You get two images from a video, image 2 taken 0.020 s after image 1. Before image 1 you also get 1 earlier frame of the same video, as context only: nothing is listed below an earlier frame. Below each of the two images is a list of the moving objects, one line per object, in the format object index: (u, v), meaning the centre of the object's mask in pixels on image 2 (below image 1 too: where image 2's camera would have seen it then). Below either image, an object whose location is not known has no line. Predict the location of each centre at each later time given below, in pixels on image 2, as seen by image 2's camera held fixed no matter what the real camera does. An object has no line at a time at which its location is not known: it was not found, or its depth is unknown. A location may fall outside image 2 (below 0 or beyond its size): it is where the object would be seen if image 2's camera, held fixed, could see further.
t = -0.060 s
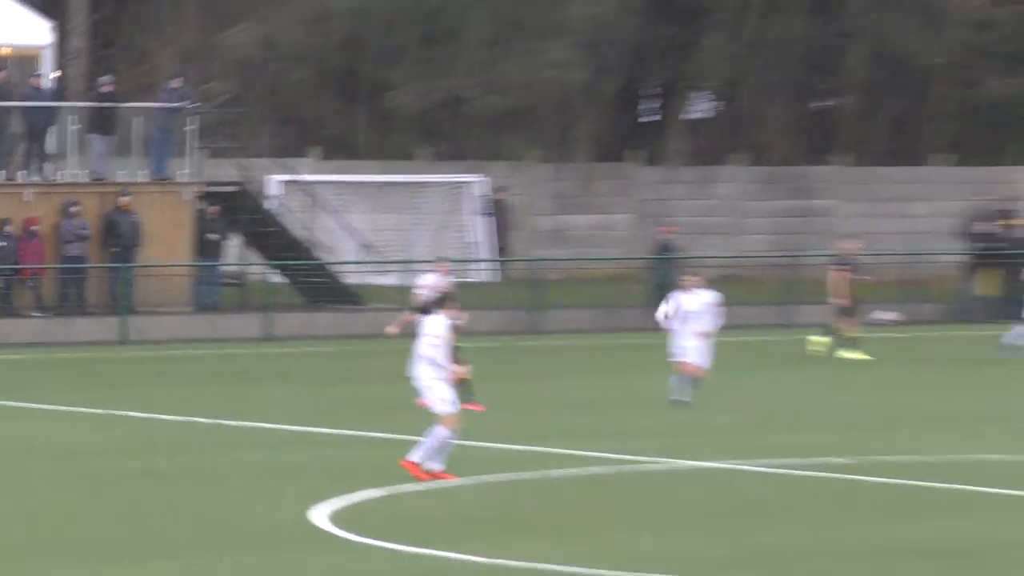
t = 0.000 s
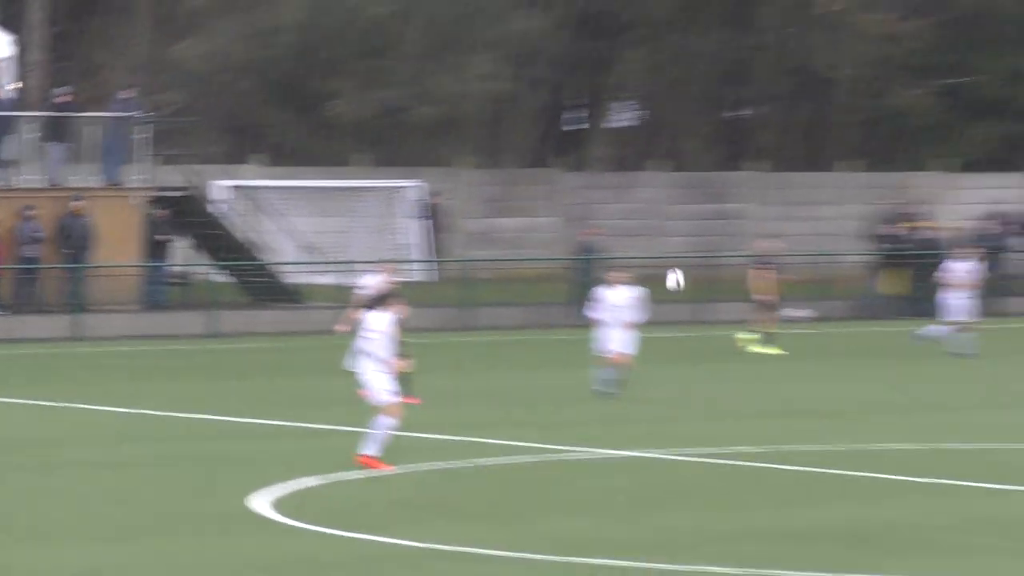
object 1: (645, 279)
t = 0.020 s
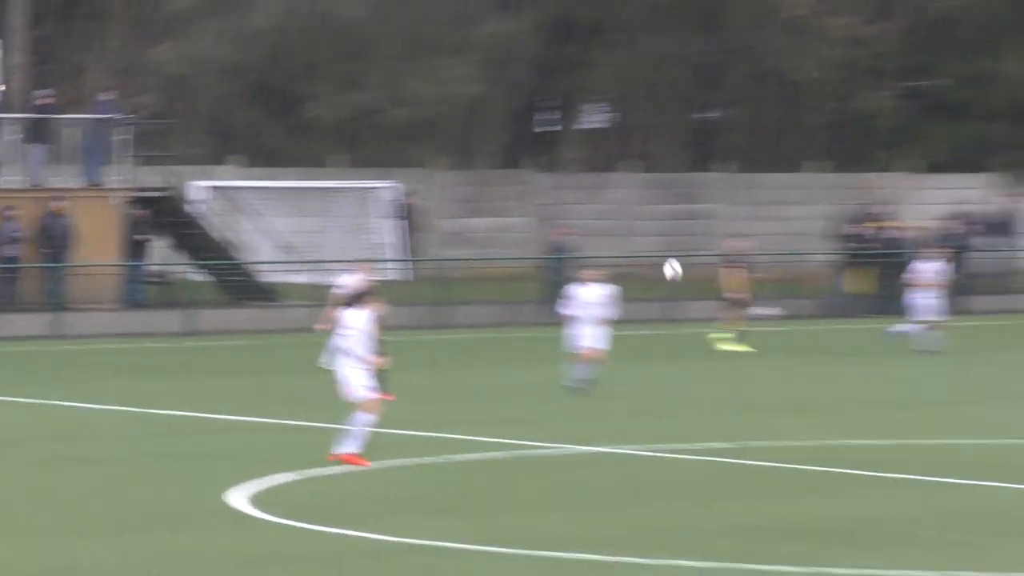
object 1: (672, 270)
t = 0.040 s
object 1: (700, 261)
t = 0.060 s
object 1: (727, 251)
